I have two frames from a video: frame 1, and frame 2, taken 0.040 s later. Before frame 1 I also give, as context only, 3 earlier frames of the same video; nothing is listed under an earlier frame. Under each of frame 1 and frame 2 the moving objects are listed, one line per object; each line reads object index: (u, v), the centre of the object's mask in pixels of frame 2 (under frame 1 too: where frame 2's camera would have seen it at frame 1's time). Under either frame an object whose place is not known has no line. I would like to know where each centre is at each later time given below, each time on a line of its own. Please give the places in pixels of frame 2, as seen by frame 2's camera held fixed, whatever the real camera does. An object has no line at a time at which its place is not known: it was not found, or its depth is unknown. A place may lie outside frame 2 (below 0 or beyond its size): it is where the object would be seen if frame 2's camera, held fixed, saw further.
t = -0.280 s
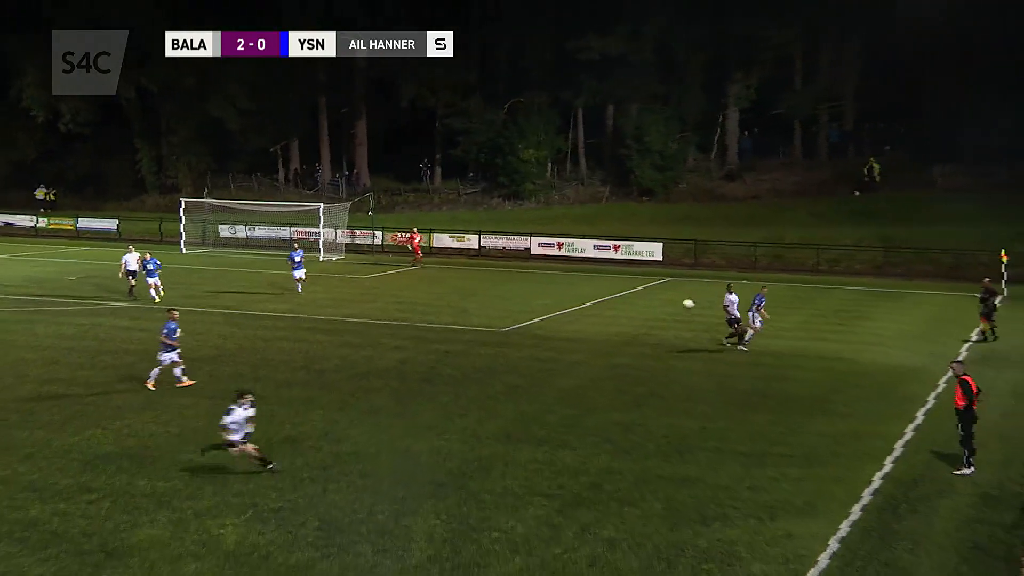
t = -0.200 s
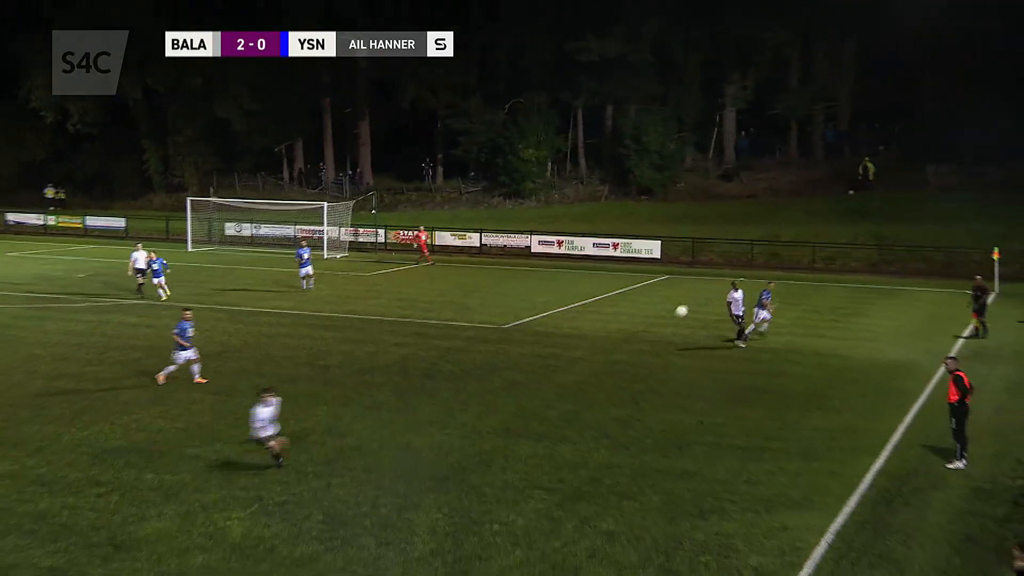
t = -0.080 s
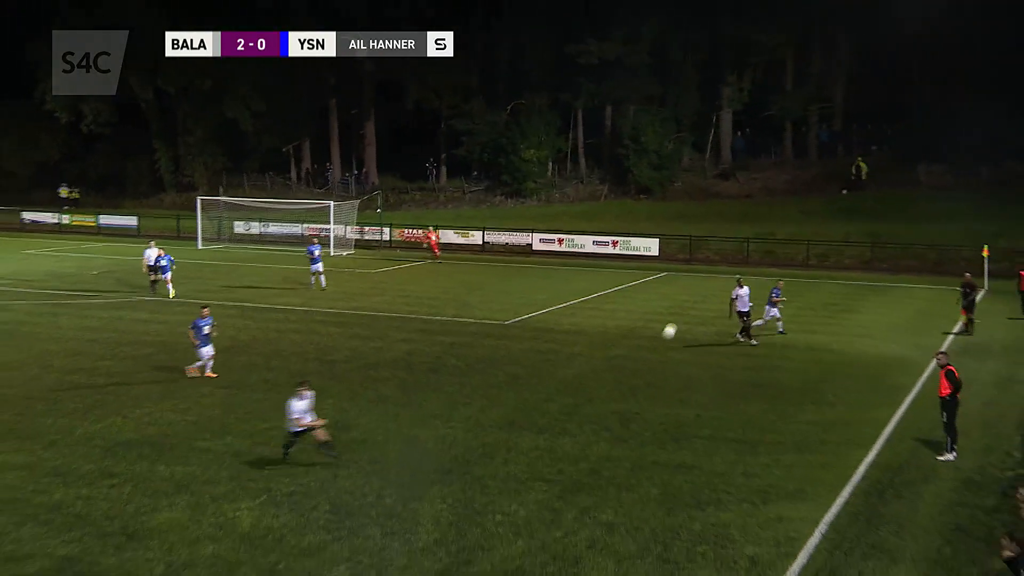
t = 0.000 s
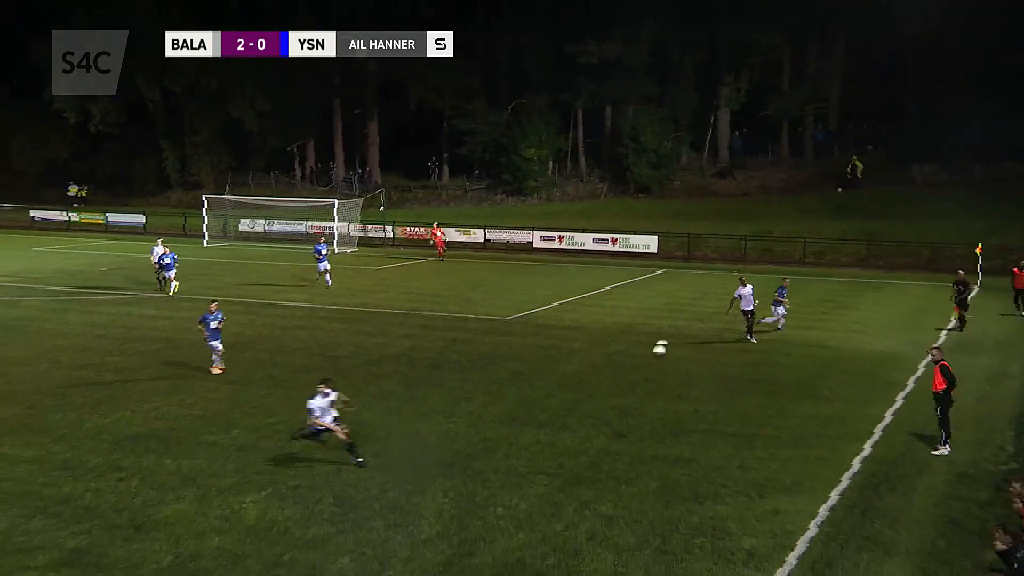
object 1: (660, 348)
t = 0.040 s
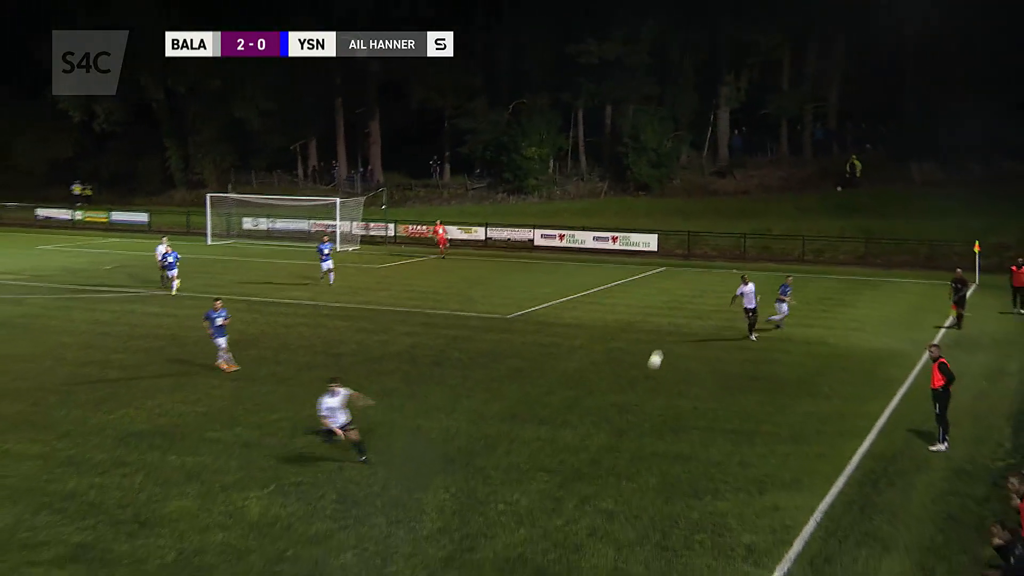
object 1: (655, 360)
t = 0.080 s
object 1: (650, 374)
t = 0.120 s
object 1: (645, 390)
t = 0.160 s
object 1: (639, 407)
